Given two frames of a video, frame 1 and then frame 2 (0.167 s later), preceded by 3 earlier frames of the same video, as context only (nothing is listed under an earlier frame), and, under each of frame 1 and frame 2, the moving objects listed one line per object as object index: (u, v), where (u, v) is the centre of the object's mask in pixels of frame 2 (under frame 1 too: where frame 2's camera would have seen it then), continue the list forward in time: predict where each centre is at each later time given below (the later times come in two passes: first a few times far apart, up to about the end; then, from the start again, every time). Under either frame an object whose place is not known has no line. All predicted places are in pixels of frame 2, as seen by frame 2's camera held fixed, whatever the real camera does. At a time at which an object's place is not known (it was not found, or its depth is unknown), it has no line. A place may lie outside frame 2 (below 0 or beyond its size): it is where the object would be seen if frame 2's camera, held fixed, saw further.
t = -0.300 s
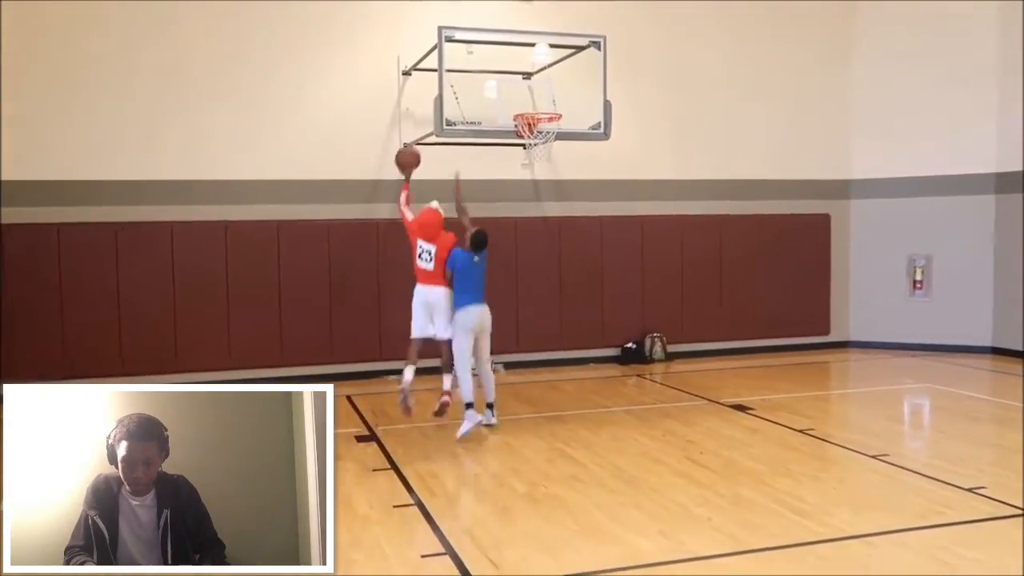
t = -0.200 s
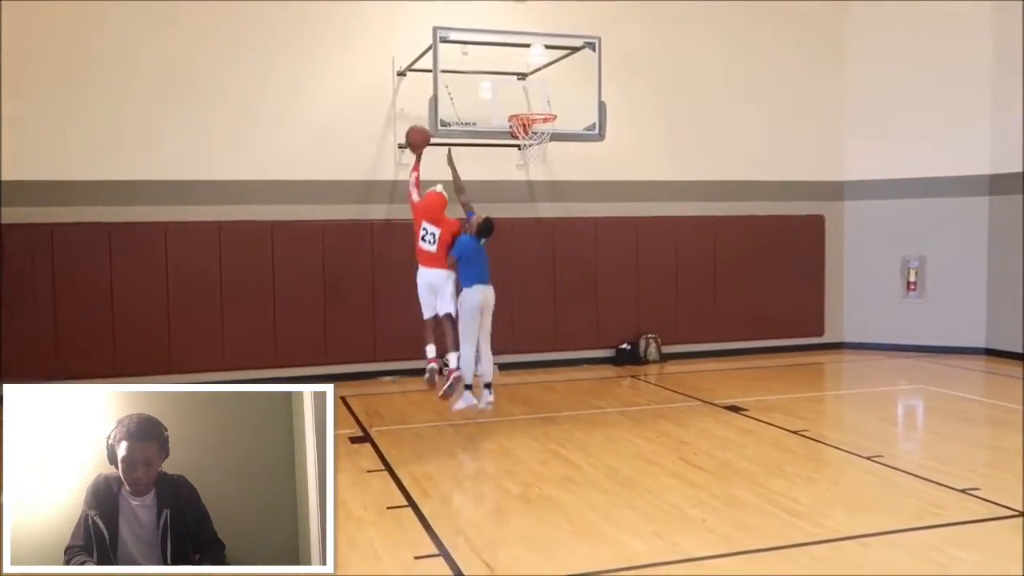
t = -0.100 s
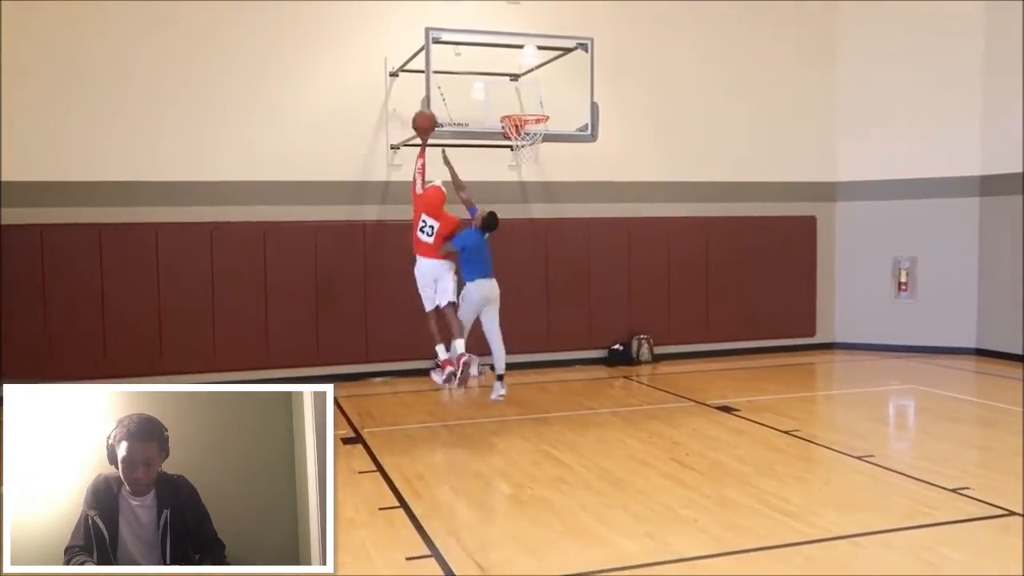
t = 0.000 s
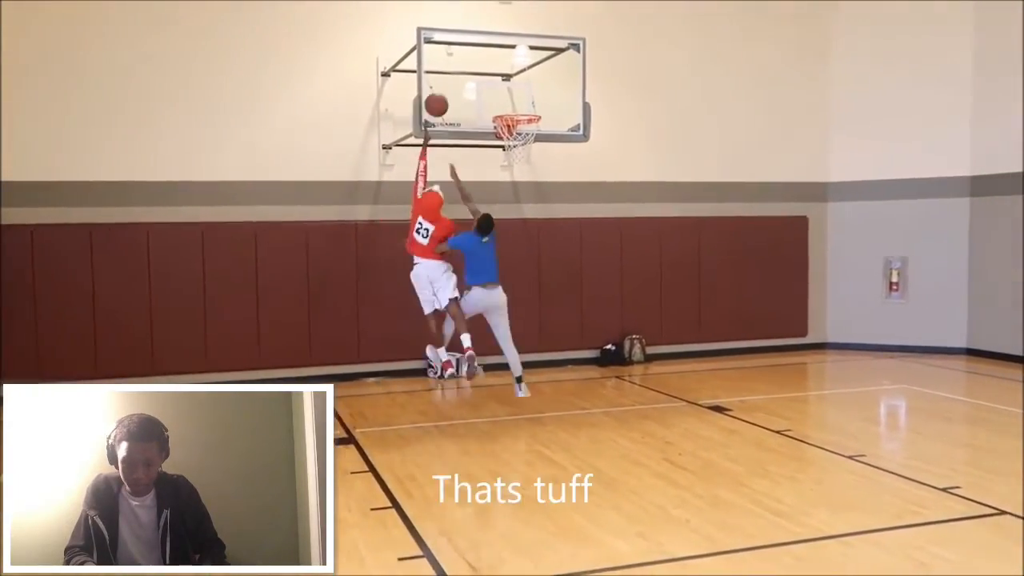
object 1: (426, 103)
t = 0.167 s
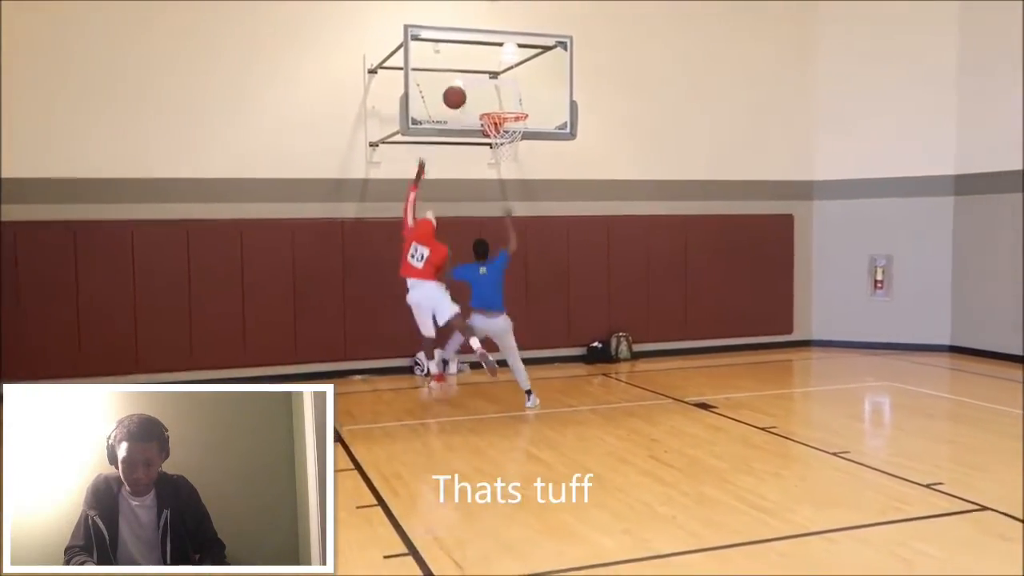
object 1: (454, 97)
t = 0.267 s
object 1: (468, 103)
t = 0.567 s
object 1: (460, 99)
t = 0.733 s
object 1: (453, 129)
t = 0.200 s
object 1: (459, 97)
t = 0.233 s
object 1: (463, 99)
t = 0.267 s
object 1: (468, 103)
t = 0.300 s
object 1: (472, 106)
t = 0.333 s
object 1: (471, 102)
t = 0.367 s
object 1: (469, 98)
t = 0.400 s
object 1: (468, 96)
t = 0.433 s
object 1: (466, 95)
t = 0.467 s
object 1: (464, 95)
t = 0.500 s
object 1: (463, 95)
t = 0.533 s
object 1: (461, 96)
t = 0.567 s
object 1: (460, 99)
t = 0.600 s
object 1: (458, 103)
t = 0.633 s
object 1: (456, 108)
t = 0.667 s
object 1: (455, 114)
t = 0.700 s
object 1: (454, 120)
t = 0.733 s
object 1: (453, 129)
